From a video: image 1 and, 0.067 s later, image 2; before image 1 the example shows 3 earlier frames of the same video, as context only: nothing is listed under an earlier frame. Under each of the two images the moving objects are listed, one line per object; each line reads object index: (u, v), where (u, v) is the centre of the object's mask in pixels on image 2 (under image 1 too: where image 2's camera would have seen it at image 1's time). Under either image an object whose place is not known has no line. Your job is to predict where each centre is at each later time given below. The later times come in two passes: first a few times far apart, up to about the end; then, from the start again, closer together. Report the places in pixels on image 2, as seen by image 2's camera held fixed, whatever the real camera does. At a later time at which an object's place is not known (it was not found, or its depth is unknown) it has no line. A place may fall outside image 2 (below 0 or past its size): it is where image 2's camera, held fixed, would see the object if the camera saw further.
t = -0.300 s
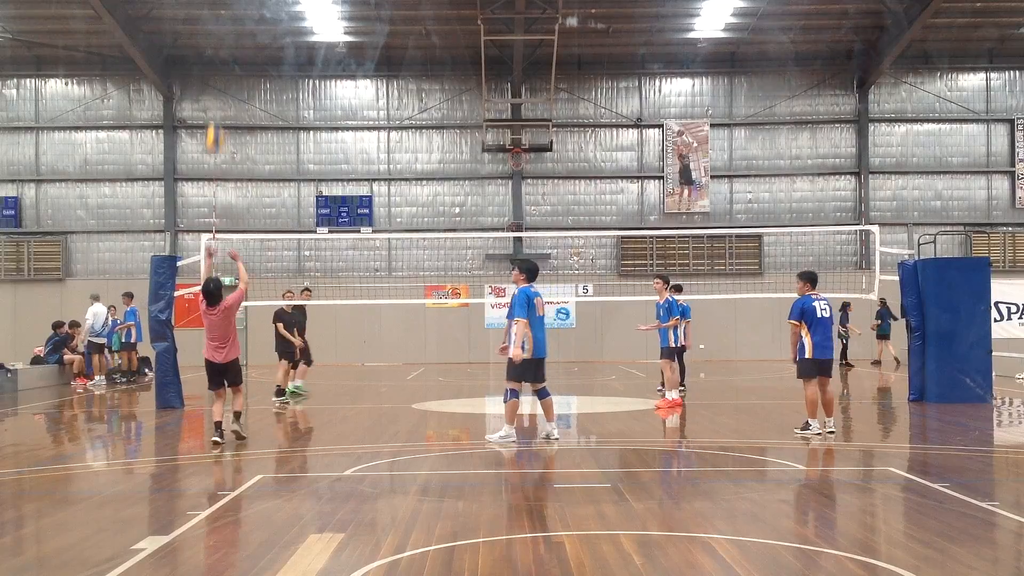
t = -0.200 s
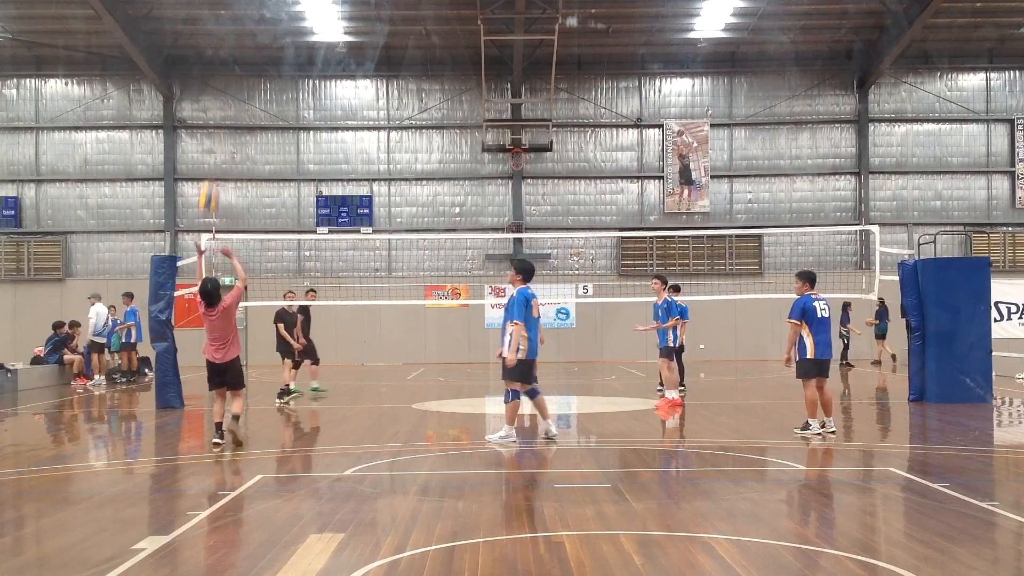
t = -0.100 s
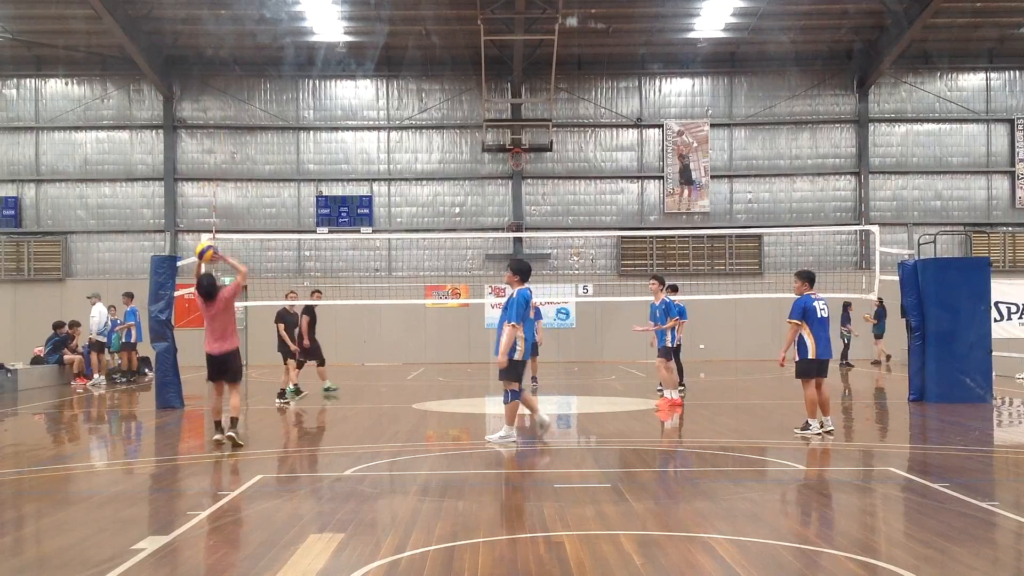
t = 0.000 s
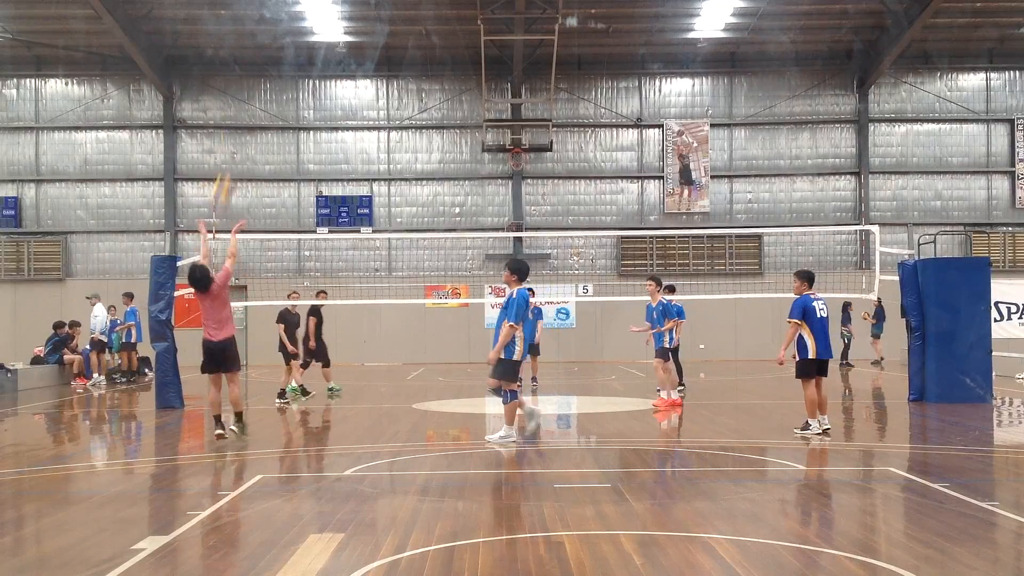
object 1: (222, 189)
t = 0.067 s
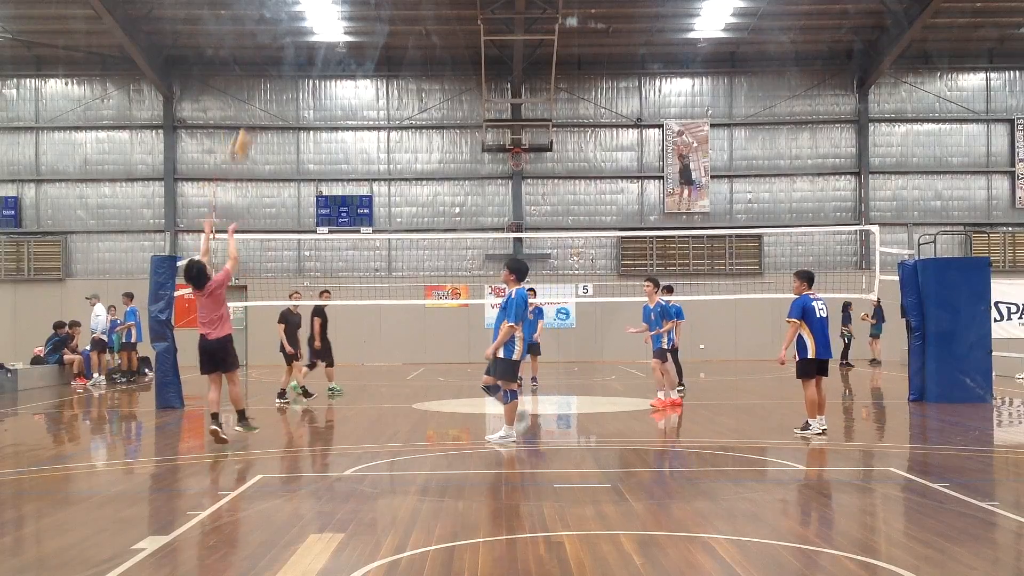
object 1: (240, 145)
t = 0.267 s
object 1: (288, 47)
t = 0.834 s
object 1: (390, 3)
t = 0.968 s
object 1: (409, 24)
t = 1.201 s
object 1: (442, 97)
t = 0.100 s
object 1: (248, 124)
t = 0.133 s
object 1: (257, 107)
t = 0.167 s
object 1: (266, 86)
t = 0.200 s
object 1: (274, 72)
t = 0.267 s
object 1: (288, 47)
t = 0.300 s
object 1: (294, 35)
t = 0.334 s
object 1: (300, 25)
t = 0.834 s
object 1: (390, 3)
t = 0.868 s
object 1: (394, 5)
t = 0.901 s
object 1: (399, 8)
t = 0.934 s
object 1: (404, 15)
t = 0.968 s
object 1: (409, 24)
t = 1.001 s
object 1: (414, 33)
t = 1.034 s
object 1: (419, 42)
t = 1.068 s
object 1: (424, 52)
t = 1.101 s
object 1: (429, 63)
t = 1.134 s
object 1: (433, 73)
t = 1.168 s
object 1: (437, 84)
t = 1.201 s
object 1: (442, 97)
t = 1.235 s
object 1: (447, 112)
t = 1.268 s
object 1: (451, 124)
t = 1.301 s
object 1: (456, 141)
